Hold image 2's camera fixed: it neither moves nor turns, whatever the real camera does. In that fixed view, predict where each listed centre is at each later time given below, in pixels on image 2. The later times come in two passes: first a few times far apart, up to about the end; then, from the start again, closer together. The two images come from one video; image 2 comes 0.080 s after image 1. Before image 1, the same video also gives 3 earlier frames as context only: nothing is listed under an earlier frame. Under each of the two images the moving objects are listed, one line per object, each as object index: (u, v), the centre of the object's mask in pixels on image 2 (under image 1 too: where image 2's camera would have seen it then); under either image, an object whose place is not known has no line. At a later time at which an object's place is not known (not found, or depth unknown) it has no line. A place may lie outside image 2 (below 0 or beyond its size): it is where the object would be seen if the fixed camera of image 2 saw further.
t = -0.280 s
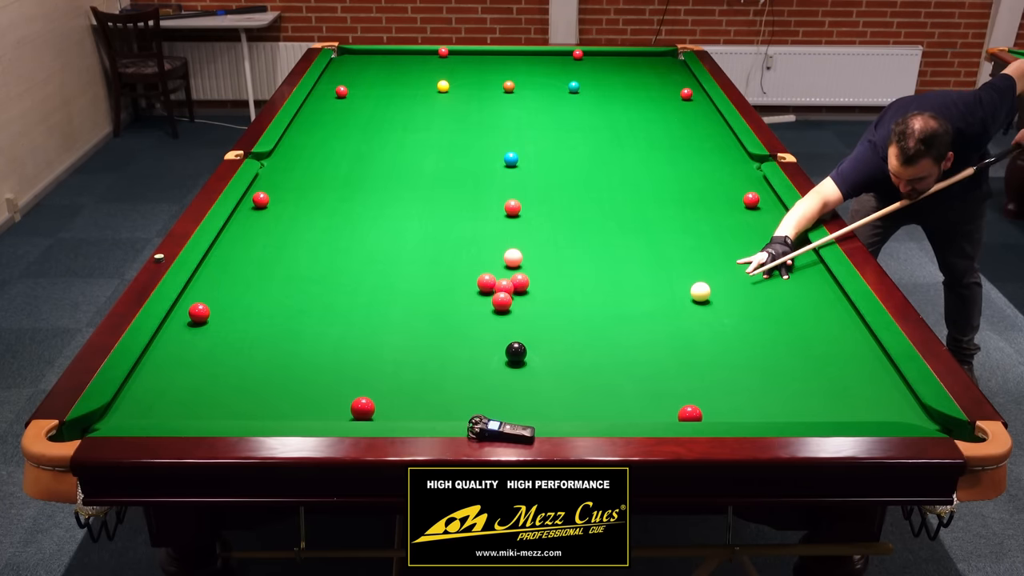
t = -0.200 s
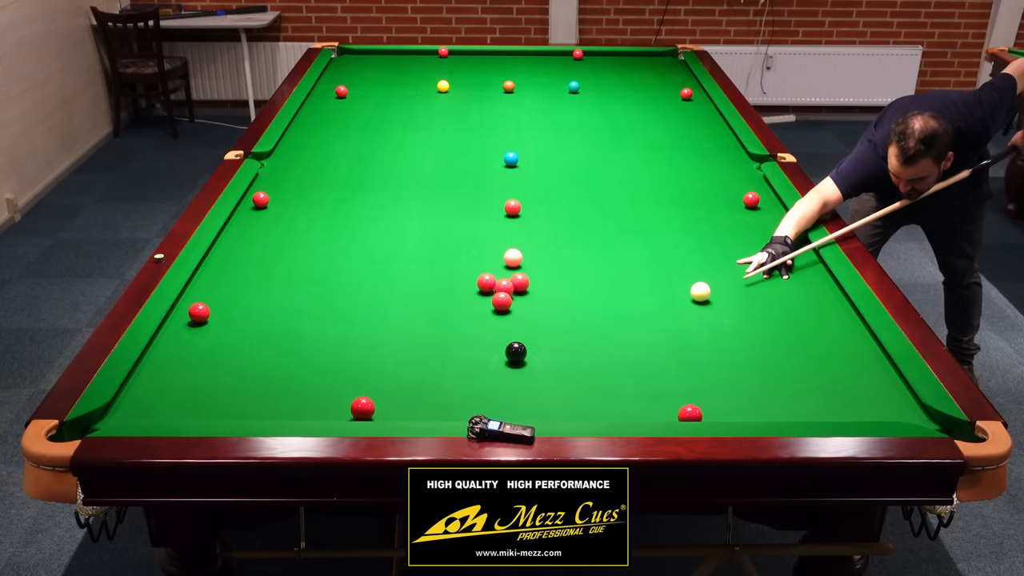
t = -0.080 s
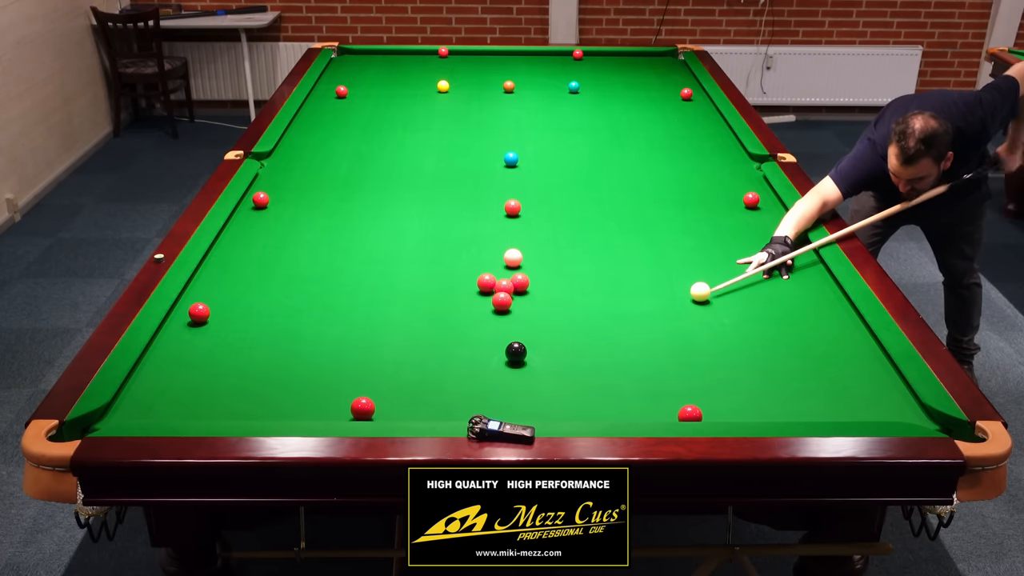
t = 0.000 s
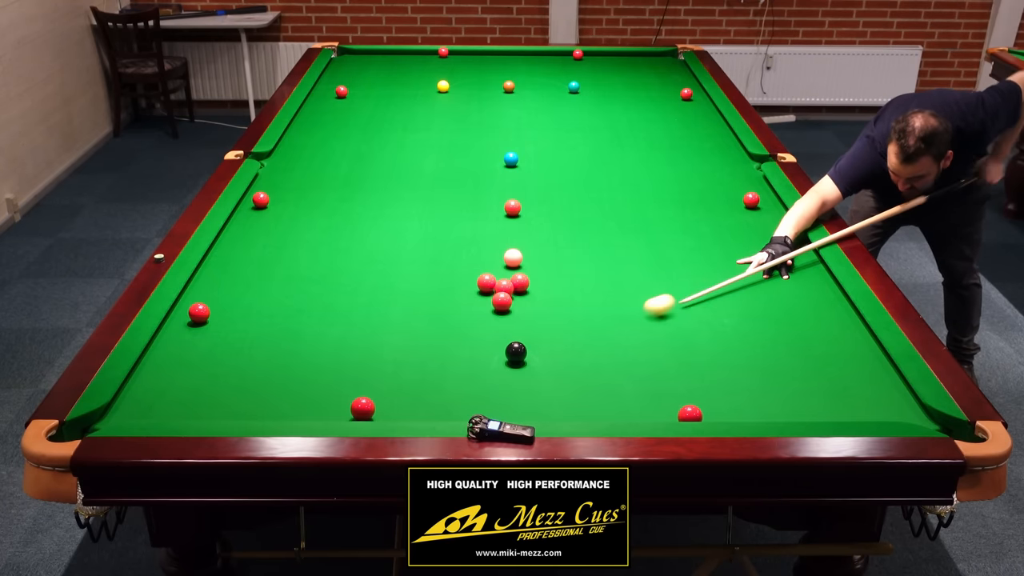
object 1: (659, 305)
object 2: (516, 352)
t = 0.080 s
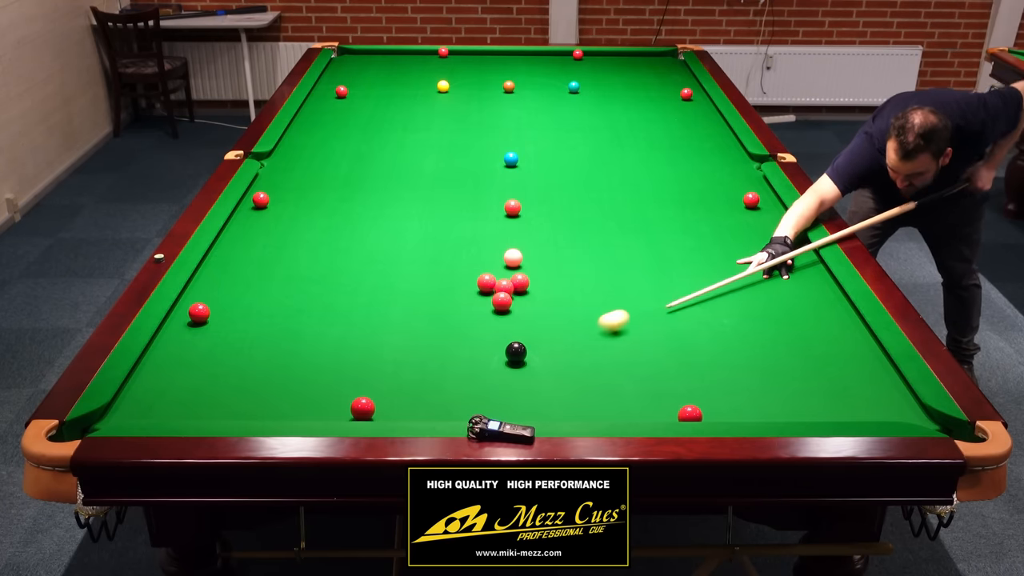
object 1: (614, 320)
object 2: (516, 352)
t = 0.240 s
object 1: (537, 350)
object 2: (506, 352)
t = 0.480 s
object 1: (545, 365)
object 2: (391, 372)
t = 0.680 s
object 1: (551, 378)
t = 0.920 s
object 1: (558, 392)
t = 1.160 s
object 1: (566, 406)
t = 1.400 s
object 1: (573, 415)
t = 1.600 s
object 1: (579, 411)
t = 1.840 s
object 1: (586, 407)
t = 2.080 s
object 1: (591, 402)
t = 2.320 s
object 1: (595, 398)
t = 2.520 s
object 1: (599, 396)
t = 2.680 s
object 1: (600, 395)
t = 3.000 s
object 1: (603, 393)
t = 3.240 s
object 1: (603, 393)
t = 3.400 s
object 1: (603, 393)
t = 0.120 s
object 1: (592, 328)
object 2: (516, 352)
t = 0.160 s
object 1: (570, 336)
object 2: (516, 352)
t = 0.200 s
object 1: (548, 343)
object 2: (516, 352)
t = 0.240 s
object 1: (537, 350)
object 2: (506, 352)
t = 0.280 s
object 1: (539, 353)
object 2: (484, 355)
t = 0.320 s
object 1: (540, 355)
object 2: (463, 360)
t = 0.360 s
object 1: (541, 358)
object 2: (444, 363)
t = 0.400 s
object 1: (542, 360)
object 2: (425, 366)
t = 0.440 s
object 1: (544, 363)
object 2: (408, 369)
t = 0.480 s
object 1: (545, 365)
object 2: (391, 372)
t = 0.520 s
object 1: (546, 368)
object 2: (373, 375)
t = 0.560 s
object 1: (547, 370)
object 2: (356, 378)
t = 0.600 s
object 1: (549, 373)
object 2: (338, 381)
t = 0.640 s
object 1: (550, 375)
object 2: (321, 384)
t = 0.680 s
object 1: (551, 378)
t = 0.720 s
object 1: (552, 380)
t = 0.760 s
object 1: (553, 383)
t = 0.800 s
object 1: (555, 385)
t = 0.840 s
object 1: (556, 388)
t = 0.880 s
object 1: (557, 390)
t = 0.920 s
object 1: (558, 392)
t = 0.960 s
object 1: (560, 395)
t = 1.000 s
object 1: (561, 397)
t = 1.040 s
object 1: (562, 399)
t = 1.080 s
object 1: (563, 402)
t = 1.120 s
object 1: (564, 404)
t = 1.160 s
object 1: (566, 406)
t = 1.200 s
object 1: (567, 408)
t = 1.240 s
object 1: (568, 410)
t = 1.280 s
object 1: (569, 411)
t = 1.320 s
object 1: (570, 413)
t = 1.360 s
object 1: (571, 414)
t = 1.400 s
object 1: (573, 415)
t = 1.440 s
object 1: (574, 414)
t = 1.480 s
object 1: (575, 413)
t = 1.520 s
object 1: (577, 412)
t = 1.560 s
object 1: (578, 412)
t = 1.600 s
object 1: (579, 411)
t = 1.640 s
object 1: (580, 411)
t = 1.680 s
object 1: (581, 410)
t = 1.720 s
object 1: (583, 409)
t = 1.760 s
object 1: (584, 408)
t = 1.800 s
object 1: (585, 408)
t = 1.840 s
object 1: (586, 407)
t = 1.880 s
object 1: (587, 406)
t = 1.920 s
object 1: (587, 405)
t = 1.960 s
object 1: (588, 404)
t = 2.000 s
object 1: (589, 403)
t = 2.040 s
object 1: (590, 402)
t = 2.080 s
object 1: (591, 402)
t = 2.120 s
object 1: (592, 401)
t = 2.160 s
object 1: (593, 400)
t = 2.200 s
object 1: (593, 400)
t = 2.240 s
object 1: (594, 399)
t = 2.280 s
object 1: (595, 399)
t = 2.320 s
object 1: (595, 398)
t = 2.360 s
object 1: (596, 398)
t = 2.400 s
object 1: (597, 397)
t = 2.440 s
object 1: (597, 397)
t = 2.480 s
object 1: (597, 393)
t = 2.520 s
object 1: (599, 396)
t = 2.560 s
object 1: (599, 396)
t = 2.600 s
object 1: (600, 395)
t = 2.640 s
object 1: (600, 395)
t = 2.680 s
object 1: (600, 395)
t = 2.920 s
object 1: (603, 393)
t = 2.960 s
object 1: (603, 393)
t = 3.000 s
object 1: (603, 393)
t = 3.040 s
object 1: (603, 393)
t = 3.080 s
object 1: (603, 393)
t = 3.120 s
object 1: (603, 393)
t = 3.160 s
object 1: (603, 393)
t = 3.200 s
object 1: (603, 393)
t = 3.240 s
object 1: (603, 393)
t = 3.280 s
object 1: (603, 393)
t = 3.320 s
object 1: (603, 393)
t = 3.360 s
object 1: (603, 393)
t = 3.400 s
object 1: (603, 393)
